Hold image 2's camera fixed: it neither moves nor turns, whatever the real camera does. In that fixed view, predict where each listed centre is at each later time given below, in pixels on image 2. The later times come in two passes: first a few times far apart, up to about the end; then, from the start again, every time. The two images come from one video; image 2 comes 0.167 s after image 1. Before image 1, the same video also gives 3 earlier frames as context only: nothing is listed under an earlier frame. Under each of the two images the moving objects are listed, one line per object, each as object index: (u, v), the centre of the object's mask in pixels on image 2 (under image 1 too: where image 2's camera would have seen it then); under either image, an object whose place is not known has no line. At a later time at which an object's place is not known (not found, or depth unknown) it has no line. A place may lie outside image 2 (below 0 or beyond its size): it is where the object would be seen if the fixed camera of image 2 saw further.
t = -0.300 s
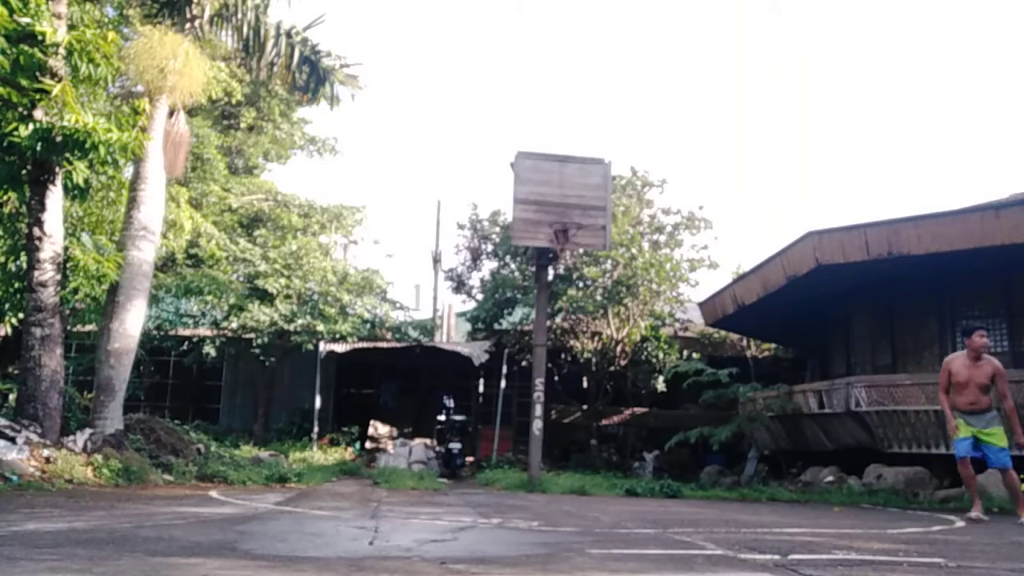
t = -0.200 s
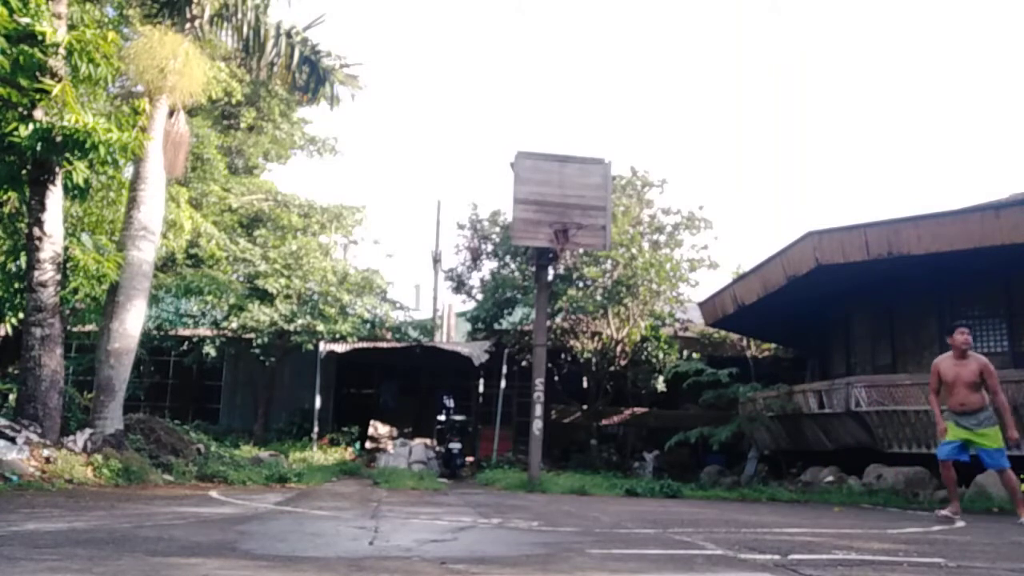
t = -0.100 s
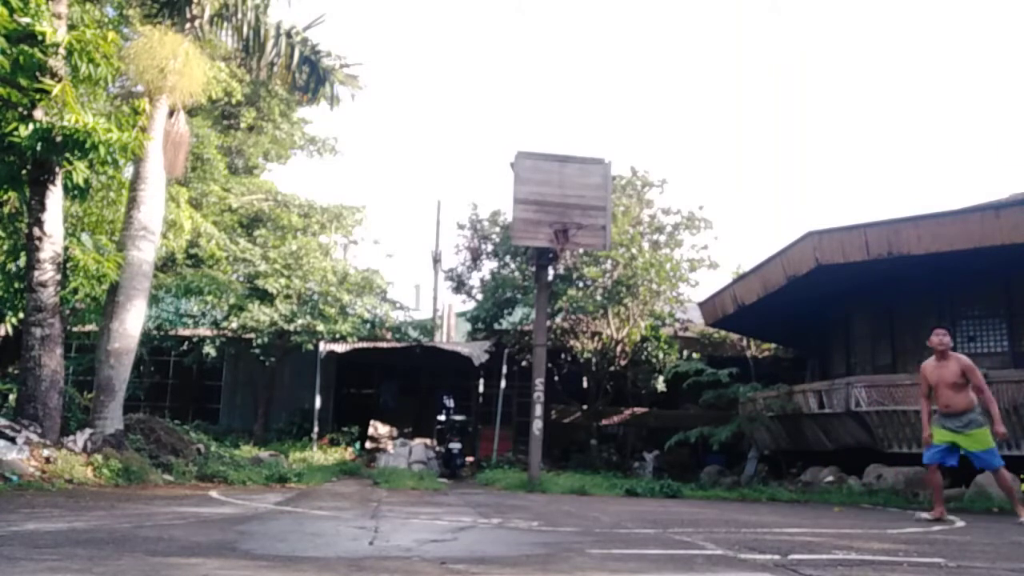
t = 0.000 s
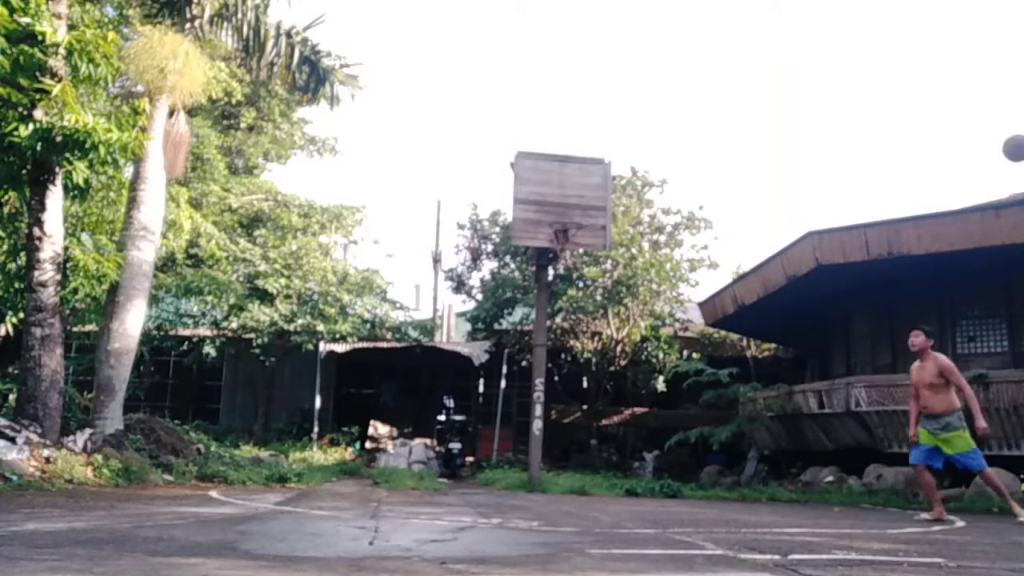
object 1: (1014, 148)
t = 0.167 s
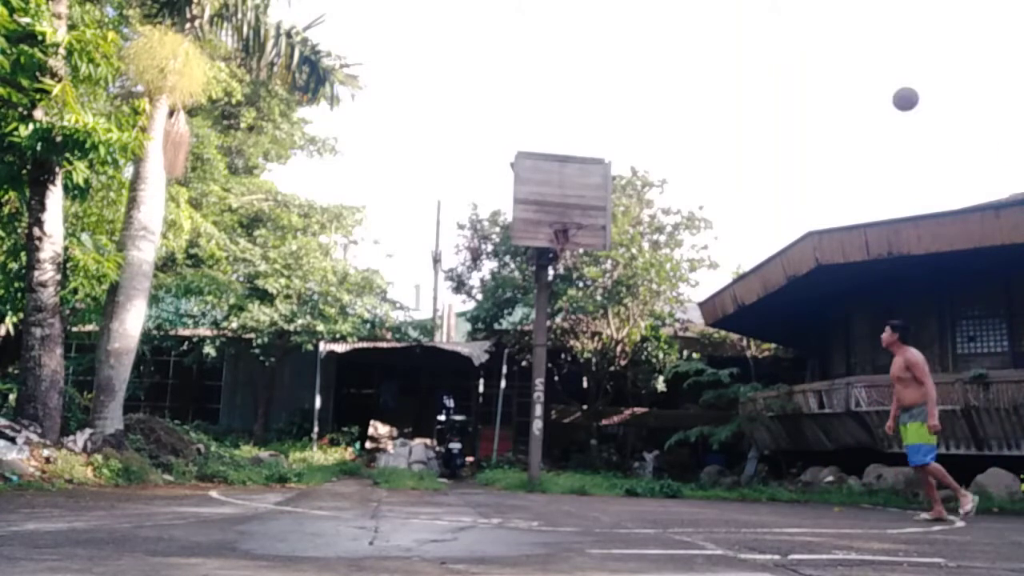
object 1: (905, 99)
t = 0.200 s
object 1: (886, 93)
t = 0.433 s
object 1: (766, 90)
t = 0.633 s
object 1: (682, 124)
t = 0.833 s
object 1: (609, 185)
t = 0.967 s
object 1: (563, 220)
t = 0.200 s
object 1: (886, 93)
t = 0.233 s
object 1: (866, 89)
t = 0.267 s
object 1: (848, 87)
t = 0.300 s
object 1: (830, 85)
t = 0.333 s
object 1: (813, 85)
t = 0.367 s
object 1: (797, 86)
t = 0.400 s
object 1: (781, 87)
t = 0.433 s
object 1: (766, 90)
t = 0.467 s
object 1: (751, 93)
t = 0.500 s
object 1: (736, 98)
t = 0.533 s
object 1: (723, 103)
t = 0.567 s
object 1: (709, 109)
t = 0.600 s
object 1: (695, 116)
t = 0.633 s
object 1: (682, 124)
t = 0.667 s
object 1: (669, 132)
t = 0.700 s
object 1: (657, 141)
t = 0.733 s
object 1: (645, 151)
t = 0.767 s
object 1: (633, 162)
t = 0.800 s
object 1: (622, 173)
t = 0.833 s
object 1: (609, 185)
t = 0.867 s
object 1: (597, 199)
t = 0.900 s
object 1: (586, 214)
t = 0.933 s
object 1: (576, 218)
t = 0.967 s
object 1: (563, 220)
